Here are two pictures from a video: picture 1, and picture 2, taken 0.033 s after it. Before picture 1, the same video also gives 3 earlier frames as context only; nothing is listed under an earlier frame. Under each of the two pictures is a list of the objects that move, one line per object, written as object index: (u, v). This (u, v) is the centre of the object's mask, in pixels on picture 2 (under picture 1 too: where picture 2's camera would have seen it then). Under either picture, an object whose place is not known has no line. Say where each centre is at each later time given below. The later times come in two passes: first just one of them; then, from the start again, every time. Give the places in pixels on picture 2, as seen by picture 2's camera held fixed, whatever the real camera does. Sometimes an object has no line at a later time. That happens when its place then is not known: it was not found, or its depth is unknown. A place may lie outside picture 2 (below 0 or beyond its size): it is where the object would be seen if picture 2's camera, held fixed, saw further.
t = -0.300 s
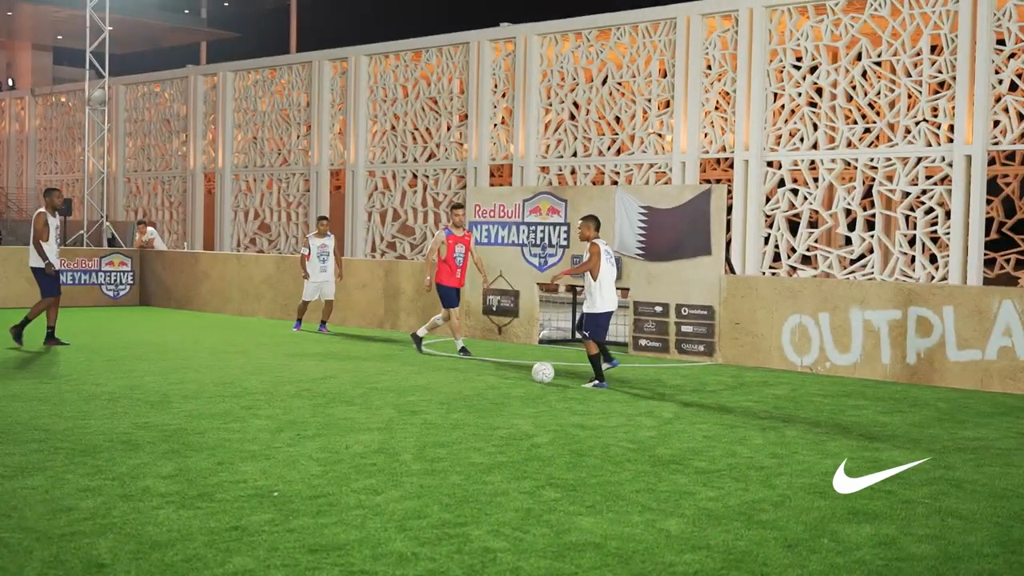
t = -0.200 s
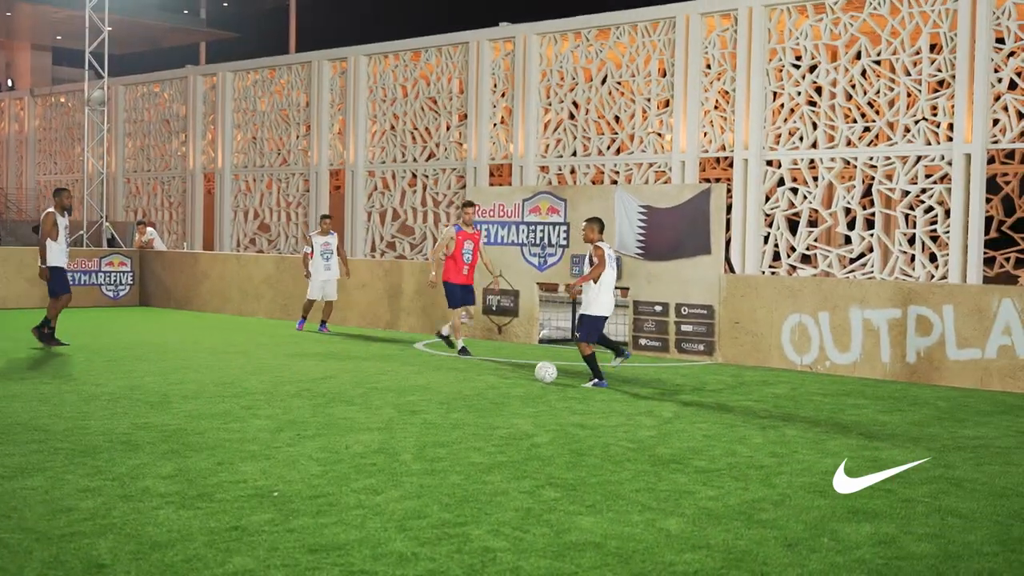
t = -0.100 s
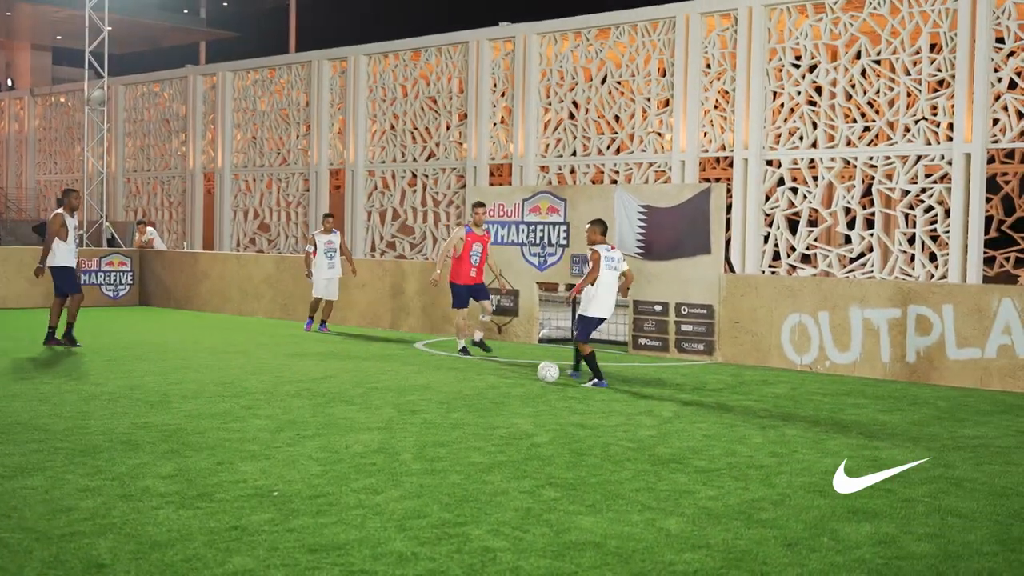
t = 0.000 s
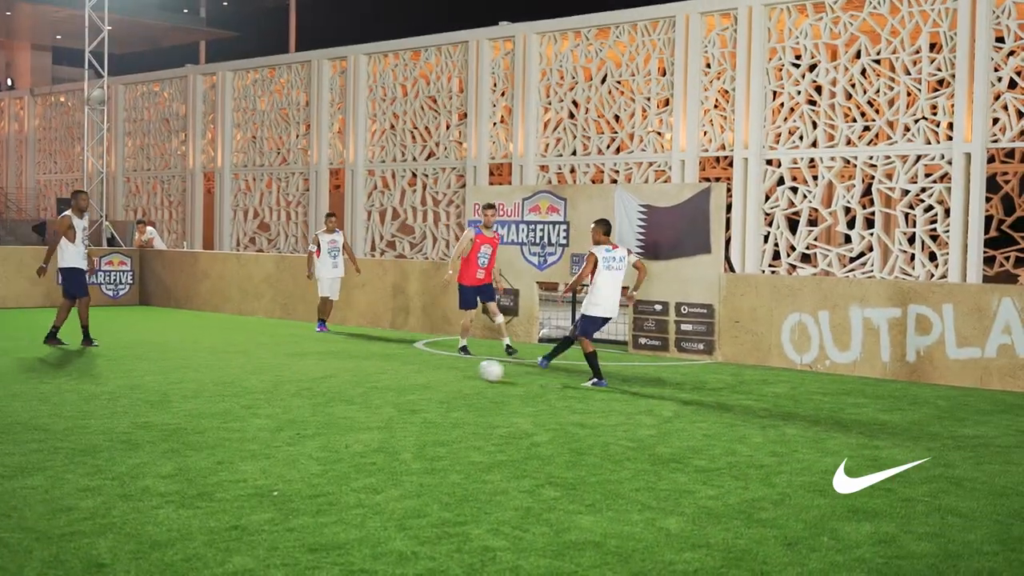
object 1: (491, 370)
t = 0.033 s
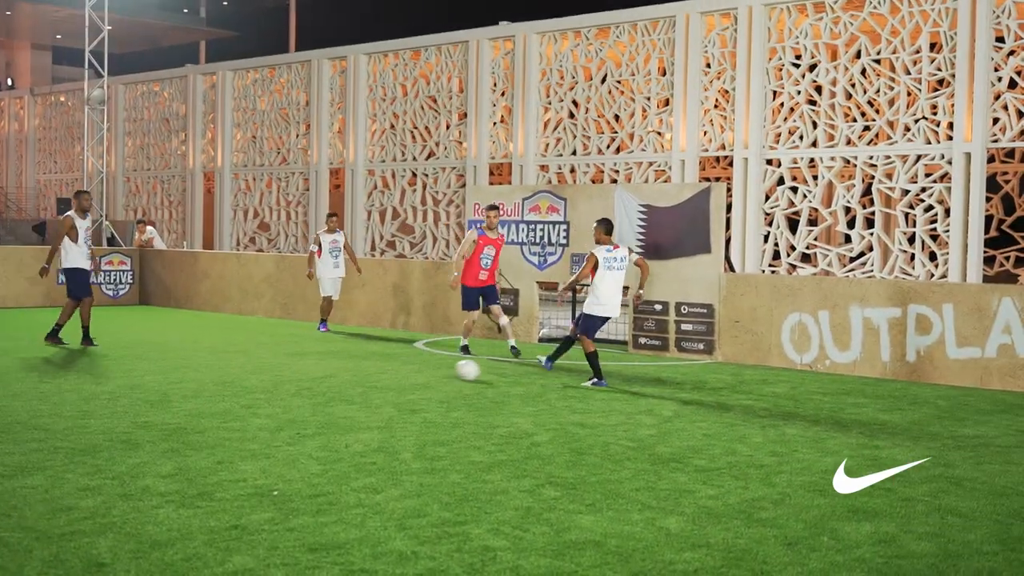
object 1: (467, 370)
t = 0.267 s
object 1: (327, 367)
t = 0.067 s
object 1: (445, 370)
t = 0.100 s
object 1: (423, 369)
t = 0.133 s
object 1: (403, 368)
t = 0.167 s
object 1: (382, 369)
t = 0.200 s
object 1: (363, 369)
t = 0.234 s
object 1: (345, 368)
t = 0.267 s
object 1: (327, 367)
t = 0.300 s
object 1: (309, 367)
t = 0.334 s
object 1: (291, 368)
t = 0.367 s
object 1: (274, 368)
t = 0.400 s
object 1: (258, 368)
